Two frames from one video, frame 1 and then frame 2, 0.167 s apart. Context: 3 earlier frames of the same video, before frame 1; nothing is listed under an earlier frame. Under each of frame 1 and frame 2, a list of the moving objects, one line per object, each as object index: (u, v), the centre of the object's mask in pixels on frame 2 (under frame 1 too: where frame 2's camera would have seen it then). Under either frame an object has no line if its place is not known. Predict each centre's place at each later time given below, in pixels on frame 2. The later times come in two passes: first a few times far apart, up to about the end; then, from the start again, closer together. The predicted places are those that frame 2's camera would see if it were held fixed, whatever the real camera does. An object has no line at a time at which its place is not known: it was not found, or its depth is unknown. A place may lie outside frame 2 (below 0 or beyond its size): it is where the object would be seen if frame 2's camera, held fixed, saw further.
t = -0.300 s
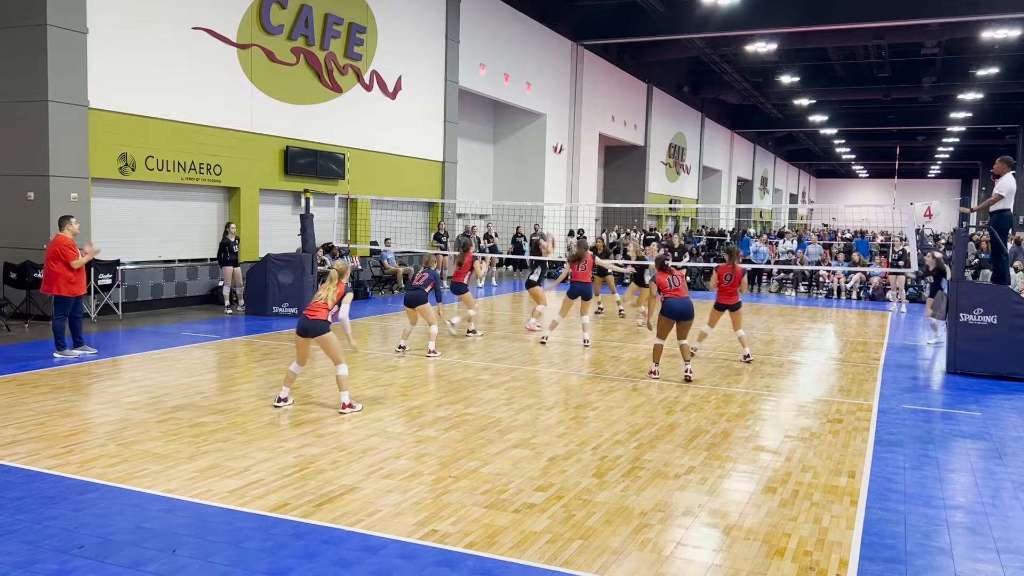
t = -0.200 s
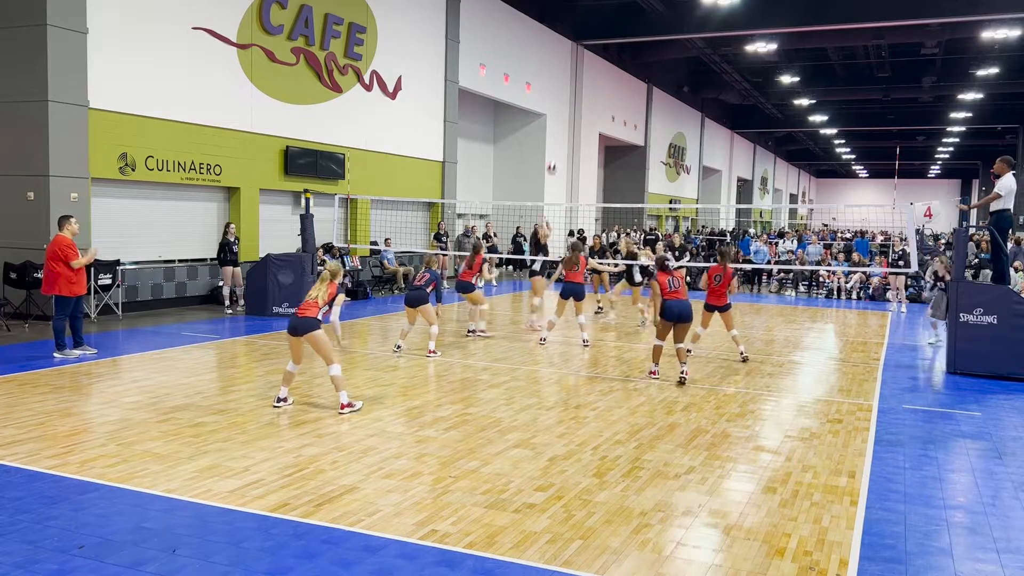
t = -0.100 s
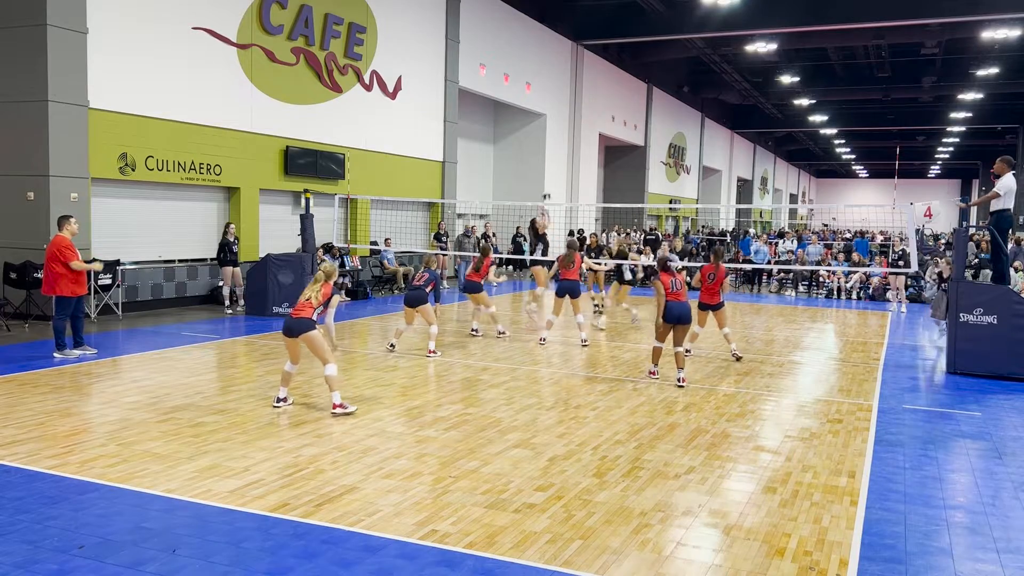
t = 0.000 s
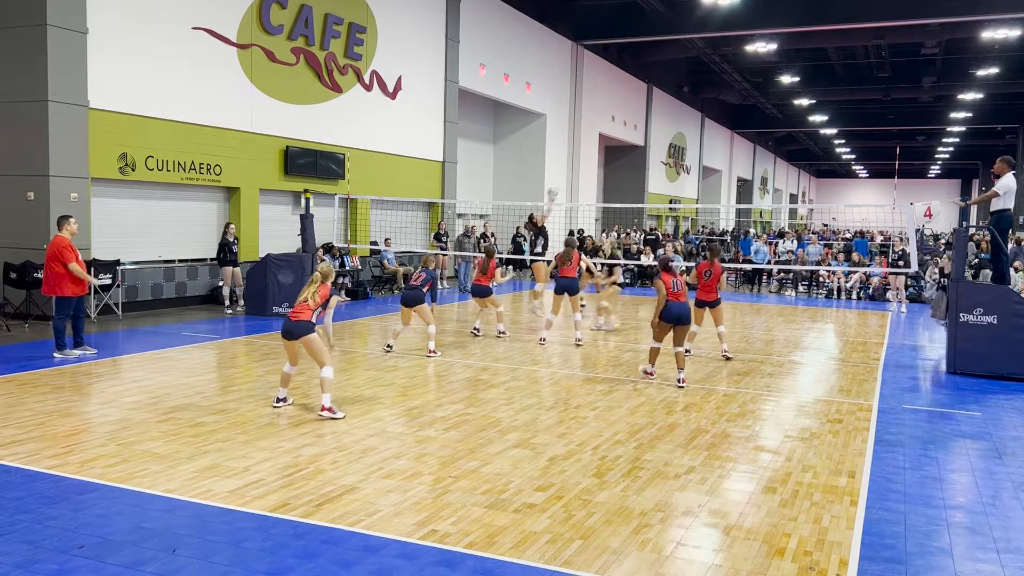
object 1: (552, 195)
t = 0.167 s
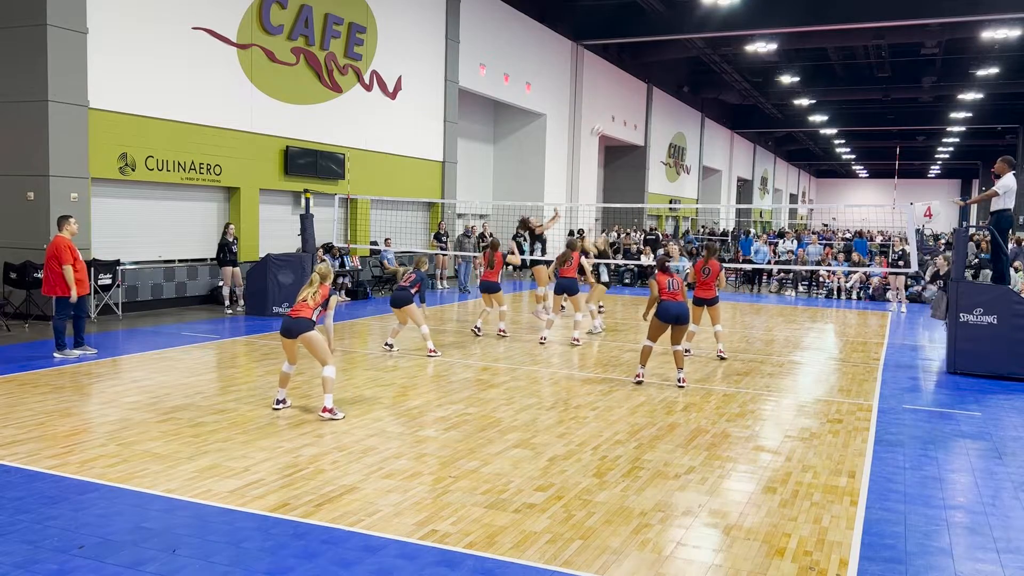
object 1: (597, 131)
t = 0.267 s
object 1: (625, 102)
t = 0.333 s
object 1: (642, 87)
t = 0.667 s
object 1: (729, 51)
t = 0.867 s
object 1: (782, 64)
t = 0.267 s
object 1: (625, 102)
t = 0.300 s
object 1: (634, 94)
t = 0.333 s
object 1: (642, 87)
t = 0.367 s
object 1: (651, 80)
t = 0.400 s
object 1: (659, 74)
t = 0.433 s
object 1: (668, 69)
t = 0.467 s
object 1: (677, 64)
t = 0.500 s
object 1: (686, 60)
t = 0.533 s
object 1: (695, 57)
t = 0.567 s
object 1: (703, 55)
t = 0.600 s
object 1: (712, 53)
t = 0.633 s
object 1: (721, 52)
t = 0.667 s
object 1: (729, 51)
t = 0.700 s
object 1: (738, 51)
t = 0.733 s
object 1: (747, 52)
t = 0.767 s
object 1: (755, 53)
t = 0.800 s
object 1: (765, 56)
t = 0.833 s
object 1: (773, 60)
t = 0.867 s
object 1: (782, 64)
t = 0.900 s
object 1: (791, 68)
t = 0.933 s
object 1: (799, 73)
